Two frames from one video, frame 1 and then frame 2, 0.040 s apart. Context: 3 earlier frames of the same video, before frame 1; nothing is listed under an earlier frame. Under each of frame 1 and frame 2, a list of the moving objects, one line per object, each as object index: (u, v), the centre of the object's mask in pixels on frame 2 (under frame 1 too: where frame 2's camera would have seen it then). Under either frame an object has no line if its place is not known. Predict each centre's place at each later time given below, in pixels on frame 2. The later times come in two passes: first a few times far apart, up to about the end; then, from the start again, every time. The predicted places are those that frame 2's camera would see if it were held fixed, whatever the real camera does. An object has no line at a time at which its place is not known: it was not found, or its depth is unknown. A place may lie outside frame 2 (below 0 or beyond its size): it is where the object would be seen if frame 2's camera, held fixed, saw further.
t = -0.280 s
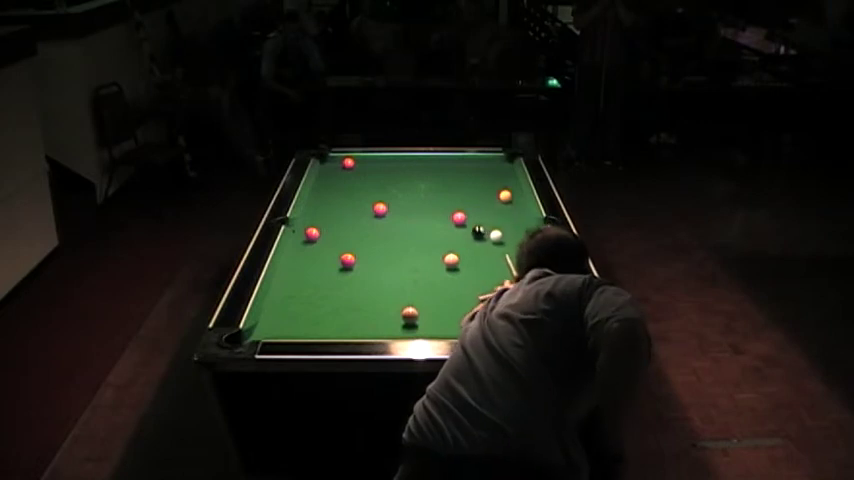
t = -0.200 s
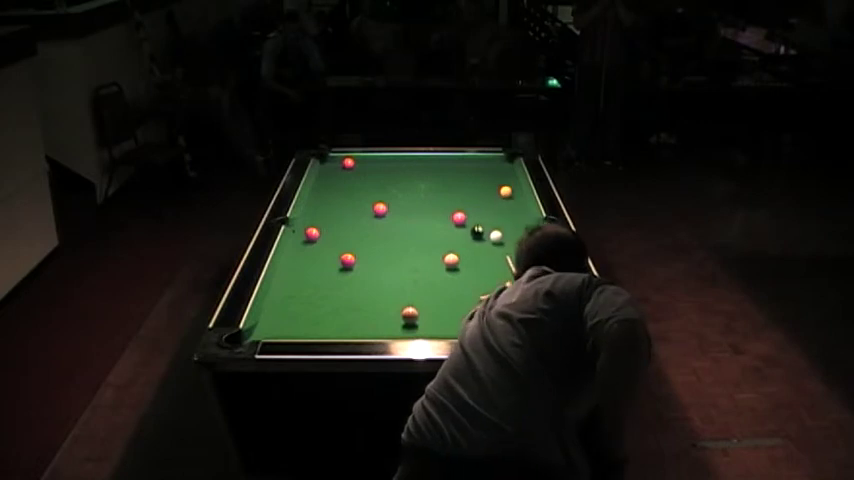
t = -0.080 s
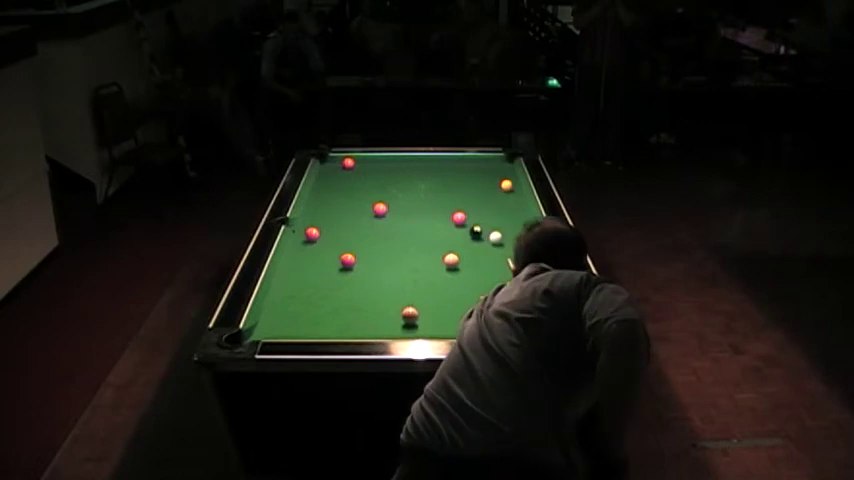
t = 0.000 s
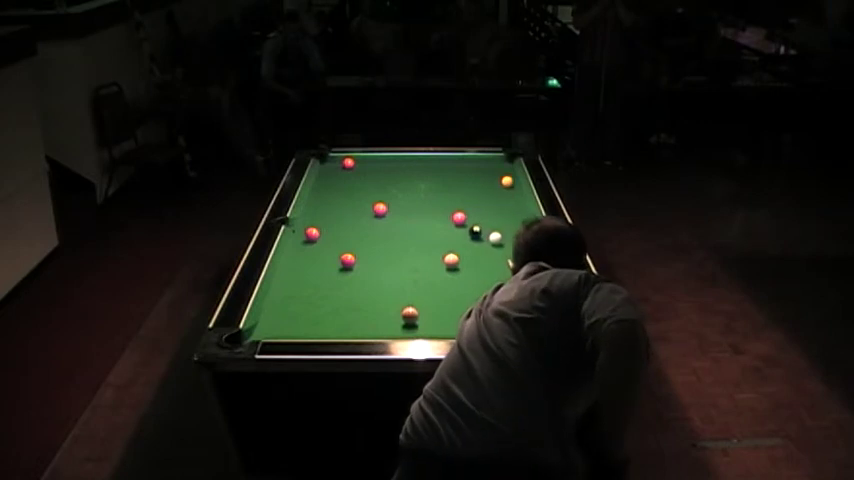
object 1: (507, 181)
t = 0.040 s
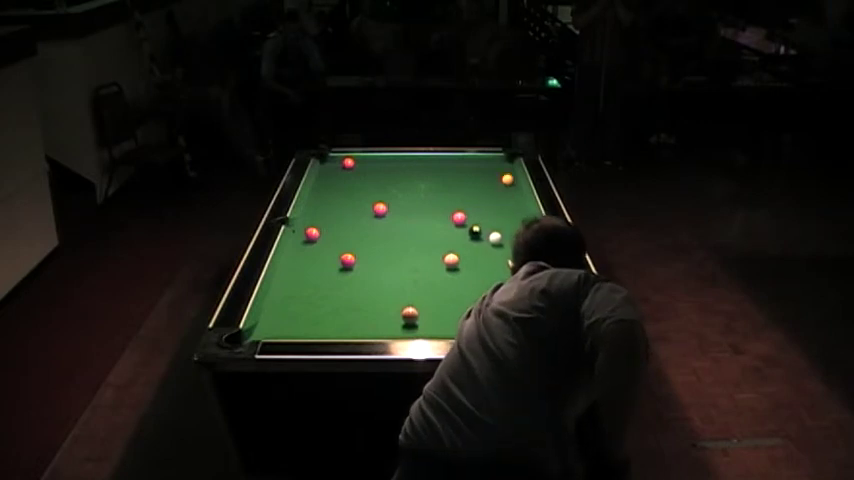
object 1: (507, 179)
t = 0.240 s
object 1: (508, 170)
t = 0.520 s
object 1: (505, 159)
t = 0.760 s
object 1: (510, 159)
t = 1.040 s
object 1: (505, 158)
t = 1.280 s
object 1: (506, 158)
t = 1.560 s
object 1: (507, 158)
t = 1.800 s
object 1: (507, 158)
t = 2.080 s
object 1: (507, 158)
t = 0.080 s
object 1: (507, 177)
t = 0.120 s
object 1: (507, 175)
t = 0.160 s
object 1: (508, 173)
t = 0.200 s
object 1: (508, 172)
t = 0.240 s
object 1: (508, 170)
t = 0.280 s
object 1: (508, 168)
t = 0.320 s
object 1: (508, 166)
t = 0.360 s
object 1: (508, 165)
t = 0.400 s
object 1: (507, 163)
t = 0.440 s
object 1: (506, 162)
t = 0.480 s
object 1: (506, 160)
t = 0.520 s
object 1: (505, 159)
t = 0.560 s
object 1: (505, 157)
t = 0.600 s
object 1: (508, 158)
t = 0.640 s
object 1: (510, 159)
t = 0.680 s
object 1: (512, 159)
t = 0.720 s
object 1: (511, 159)
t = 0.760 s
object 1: (510, 159)
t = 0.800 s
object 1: (509, 158)
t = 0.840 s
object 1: (509, 158)
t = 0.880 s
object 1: (508, 158)
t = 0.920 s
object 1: (507, 158)
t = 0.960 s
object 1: (506, 158)
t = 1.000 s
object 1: (506, 158)
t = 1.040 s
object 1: (505, 158)
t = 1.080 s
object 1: (505, 158)
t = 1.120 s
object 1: (506, 158)
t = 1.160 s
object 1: (506, 158)
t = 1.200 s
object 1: (506, 158)
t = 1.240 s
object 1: (506, 158)
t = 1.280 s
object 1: (506, 158)
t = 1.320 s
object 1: (506, 158)
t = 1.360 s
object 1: (506, 158)
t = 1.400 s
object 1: (506, 158)
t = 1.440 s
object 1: (506, 158)
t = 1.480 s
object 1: (506, 158)
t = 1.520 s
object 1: (507, 158)
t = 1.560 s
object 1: (507, 158)
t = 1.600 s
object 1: (507, 158)
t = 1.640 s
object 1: (507, 158)
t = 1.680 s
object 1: (507, 158)
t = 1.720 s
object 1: (507, 158)
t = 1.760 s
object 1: (507, 158)
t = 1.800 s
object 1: (507, 158)
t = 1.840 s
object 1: (507, 158)
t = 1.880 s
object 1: (507, 158)
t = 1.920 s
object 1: (507, 158)
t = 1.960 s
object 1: (507, 158)
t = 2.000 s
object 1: (507, 158)
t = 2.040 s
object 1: (507, 158)
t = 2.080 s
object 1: (507, 158)
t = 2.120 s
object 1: (507, 158)
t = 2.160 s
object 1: (507, 158)
